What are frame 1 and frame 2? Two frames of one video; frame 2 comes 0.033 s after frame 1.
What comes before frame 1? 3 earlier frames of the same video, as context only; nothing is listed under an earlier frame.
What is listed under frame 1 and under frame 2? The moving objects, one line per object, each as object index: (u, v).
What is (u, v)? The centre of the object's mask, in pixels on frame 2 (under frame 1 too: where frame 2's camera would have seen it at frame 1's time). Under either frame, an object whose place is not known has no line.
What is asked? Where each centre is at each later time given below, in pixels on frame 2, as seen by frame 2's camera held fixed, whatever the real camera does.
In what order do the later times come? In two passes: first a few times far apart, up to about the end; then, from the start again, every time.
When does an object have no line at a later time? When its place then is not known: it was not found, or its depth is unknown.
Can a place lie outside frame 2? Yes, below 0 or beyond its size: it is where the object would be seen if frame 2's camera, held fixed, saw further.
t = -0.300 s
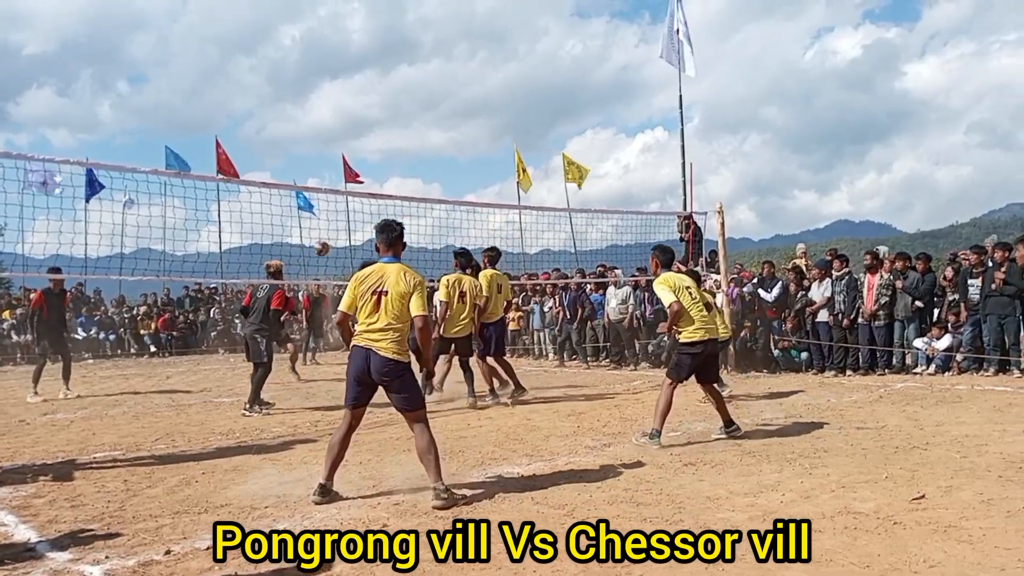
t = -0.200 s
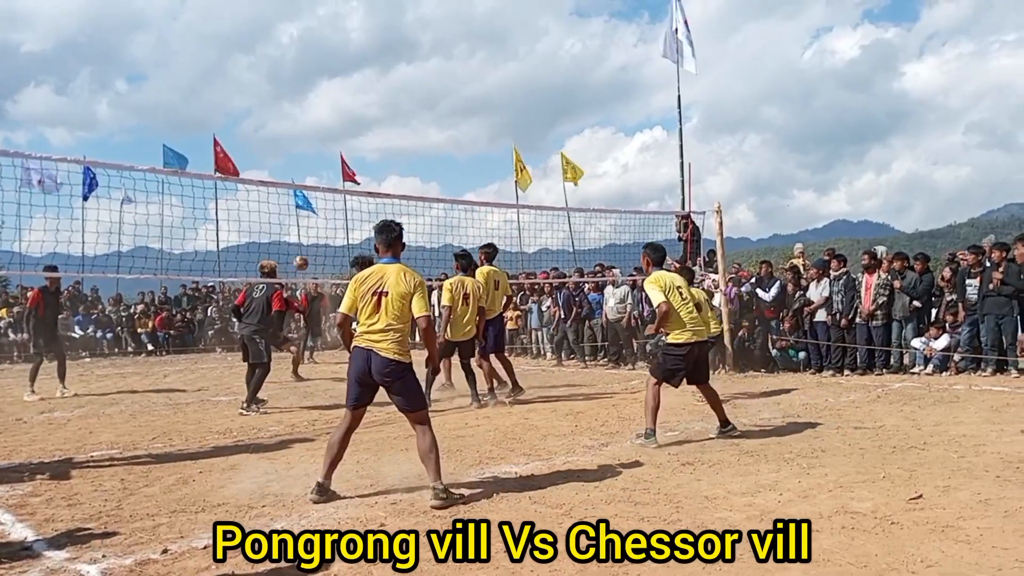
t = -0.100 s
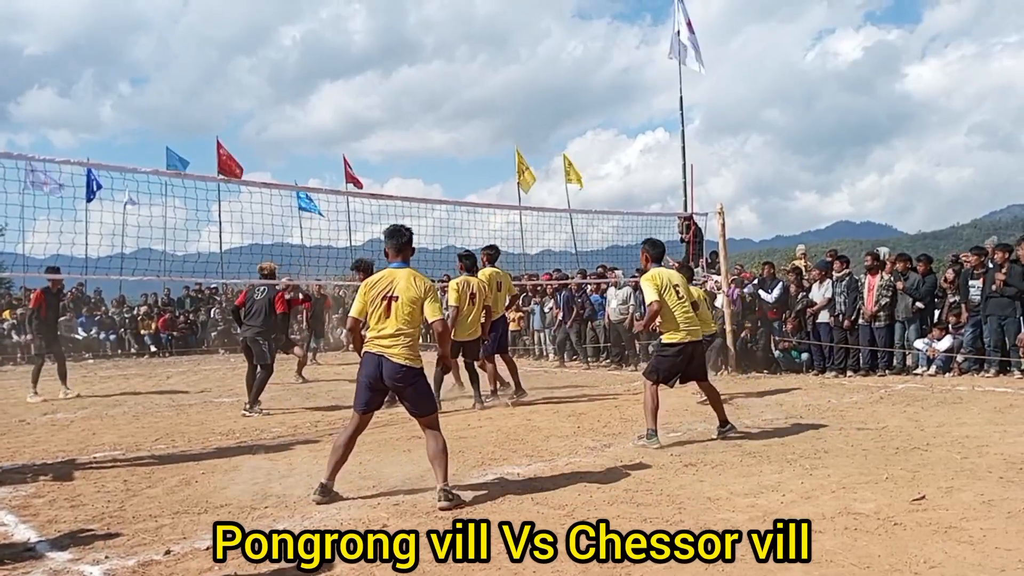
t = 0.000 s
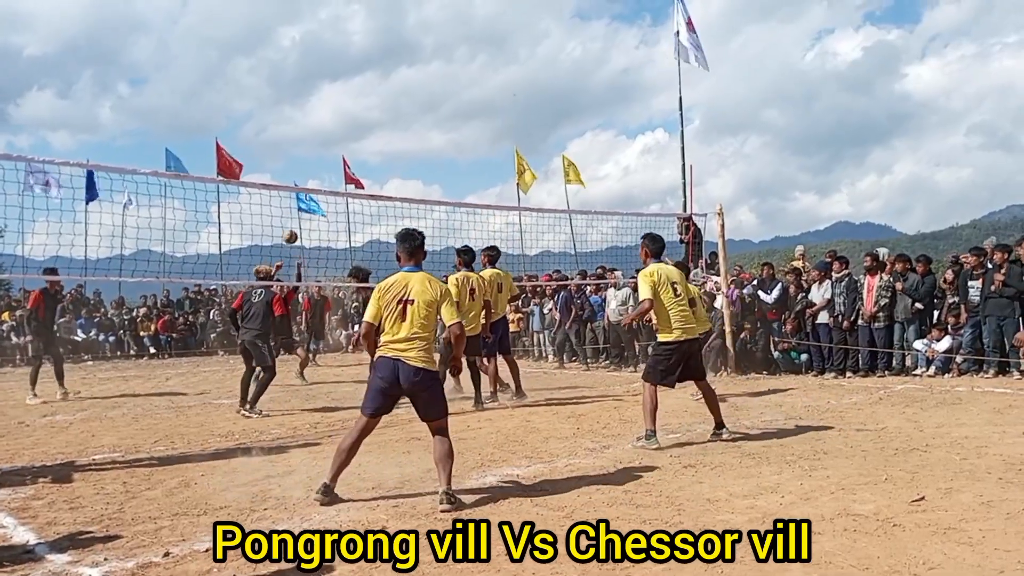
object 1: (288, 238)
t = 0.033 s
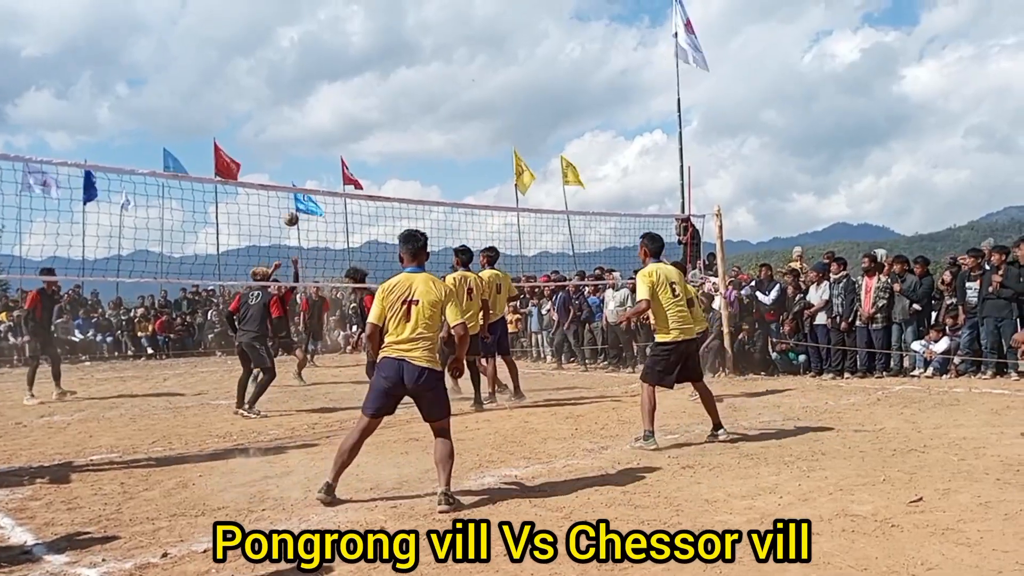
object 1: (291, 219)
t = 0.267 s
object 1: (312, 108)
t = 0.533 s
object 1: (338, 23)
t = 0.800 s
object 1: (368, -12)
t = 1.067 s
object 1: (400, 10)
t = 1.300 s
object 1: (430, 82)
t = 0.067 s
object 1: (294, 201)
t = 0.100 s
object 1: (297, 182)
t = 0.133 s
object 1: (300, 168)
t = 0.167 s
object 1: (303, 151)
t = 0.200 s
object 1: (305, 136)
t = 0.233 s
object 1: (308, 122)
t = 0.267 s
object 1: (312, 108)
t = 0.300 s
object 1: (315, 94)
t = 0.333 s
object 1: (318, 82)
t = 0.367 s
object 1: (320, 70)
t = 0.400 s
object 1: (324, 59)
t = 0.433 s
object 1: (328, 49)
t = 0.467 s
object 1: (331, 39)
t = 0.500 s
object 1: (334, 31)
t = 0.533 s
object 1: (338, 23)
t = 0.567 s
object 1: (341, 15)
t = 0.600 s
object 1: (344, 8)
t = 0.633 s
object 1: (348, 3)
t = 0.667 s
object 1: (352, -1)
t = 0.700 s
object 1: (355, -5)
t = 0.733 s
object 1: (359, -9)
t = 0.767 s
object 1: (362, -10)
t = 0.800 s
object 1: (368, -12)
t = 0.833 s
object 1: (371, -12)
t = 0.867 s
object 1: (375, -12)
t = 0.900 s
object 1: (379, -11)
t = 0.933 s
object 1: (383, -8)
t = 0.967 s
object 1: (387, -6)
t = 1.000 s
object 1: (391, -1)
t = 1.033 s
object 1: (395, 4)
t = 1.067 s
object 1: (400, 10)
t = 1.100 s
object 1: (404, 17)
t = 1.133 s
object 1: (409, 25)
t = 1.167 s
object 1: (412, 34)
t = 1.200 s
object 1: (416, 45)
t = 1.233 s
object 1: (421, 56)
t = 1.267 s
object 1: (427, 69)
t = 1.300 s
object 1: (430, 82)
